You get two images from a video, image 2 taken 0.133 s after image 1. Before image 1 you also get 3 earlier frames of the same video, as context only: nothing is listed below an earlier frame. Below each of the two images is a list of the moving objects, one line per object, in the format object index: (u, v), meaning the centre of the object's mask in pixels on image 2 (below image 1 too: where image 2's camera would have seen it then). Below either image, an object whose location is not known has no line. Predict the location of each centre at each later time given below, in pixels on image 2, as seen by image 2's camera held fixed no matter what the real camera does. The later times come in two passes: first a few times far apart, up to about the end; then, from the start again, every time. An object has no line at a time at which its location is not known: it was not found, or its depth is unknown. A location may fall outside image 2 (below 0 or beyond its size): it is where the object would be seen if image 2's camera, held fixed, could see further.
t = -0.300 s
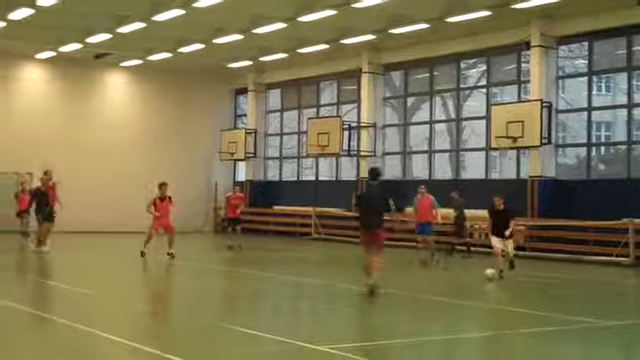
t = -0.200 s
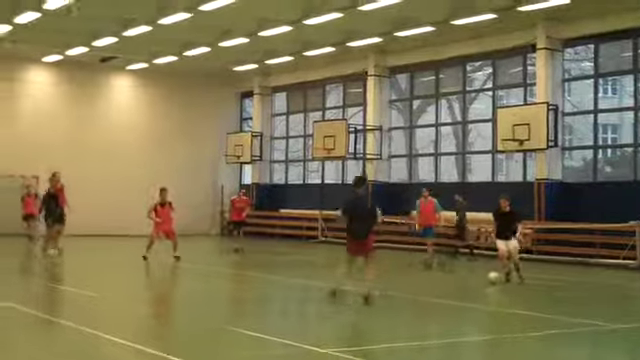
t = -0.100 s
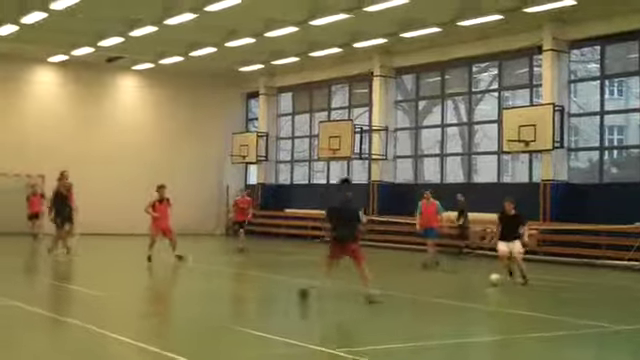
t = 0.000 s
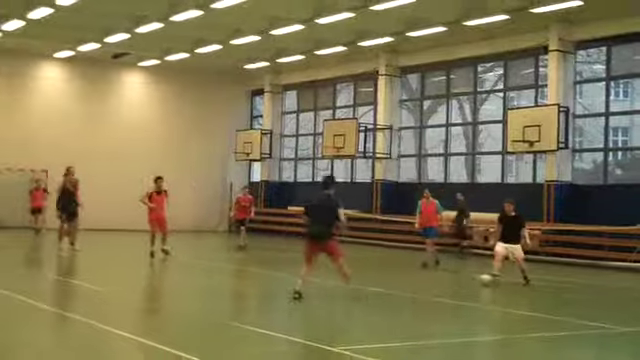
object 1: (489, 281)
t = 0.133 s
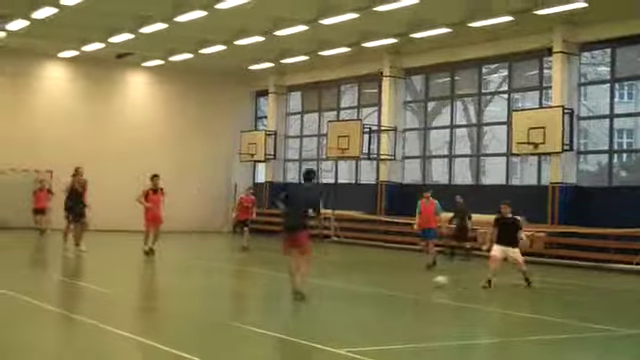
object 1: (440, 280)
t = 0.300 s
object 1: (383, 281)
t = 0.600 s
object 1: (292, 282)
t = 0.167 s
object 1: (428, 281)
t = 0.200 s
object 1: (418, 282)
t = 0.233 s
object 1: (406, 281)
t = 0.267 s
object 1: (396, 282)
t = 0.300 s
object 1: (383, 281)
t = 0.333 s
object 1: (375, 281)
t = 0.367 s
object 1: (362, 281)
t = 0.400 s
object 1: (351, 281)
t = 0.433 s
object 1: (341, 280)
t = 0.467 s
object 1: (330, 282)
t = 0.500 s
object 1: (322, 282)
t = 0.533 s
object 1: (312, 281)
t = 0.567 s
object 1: (301, 281)
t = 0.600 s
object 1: (292, 282)
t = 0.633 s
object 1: (282, 282)
